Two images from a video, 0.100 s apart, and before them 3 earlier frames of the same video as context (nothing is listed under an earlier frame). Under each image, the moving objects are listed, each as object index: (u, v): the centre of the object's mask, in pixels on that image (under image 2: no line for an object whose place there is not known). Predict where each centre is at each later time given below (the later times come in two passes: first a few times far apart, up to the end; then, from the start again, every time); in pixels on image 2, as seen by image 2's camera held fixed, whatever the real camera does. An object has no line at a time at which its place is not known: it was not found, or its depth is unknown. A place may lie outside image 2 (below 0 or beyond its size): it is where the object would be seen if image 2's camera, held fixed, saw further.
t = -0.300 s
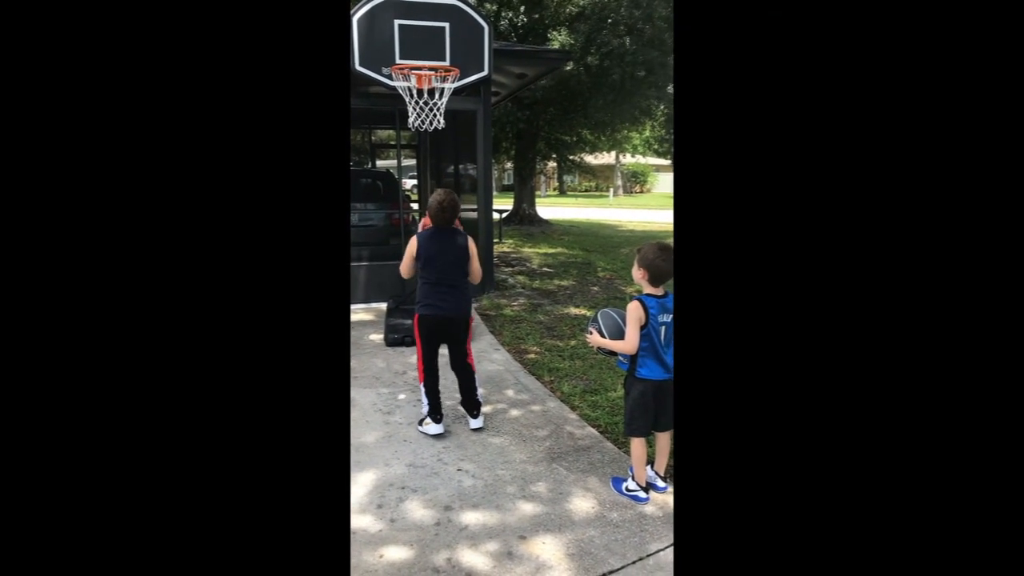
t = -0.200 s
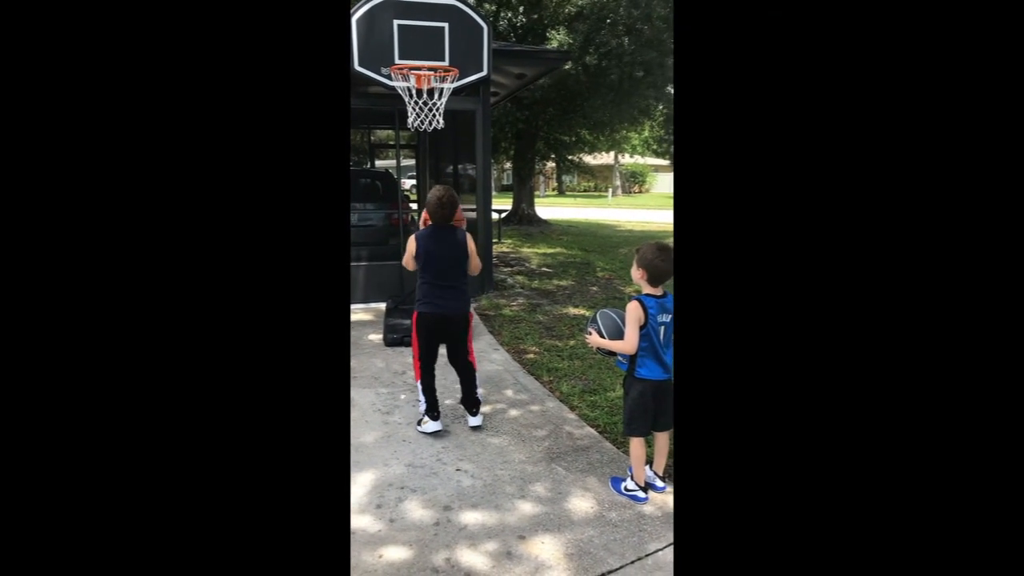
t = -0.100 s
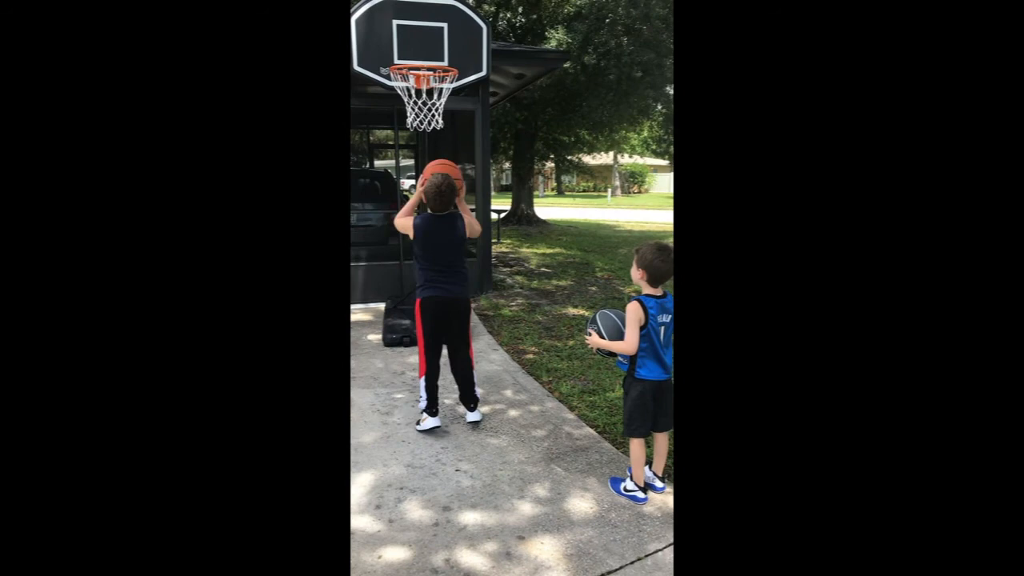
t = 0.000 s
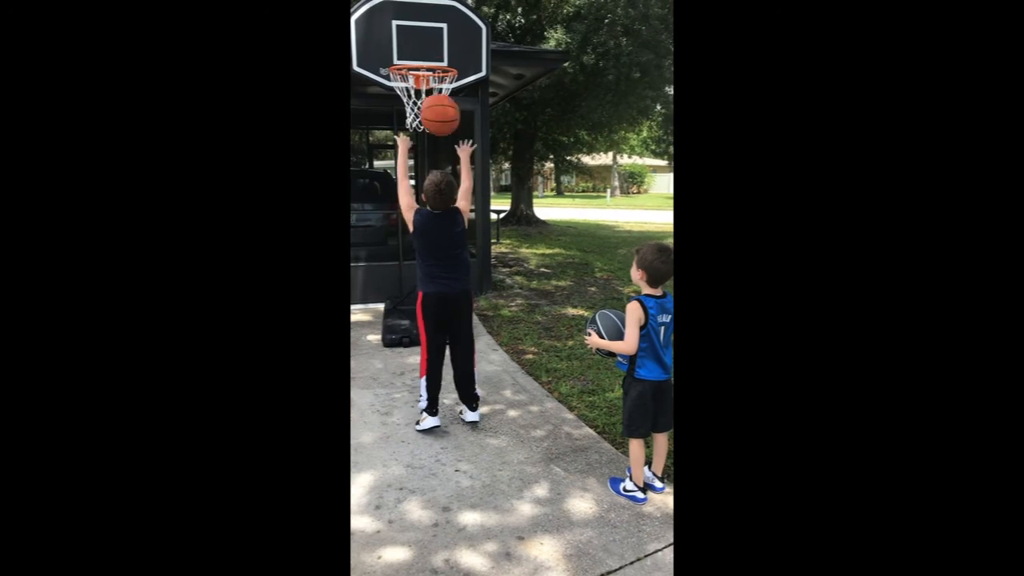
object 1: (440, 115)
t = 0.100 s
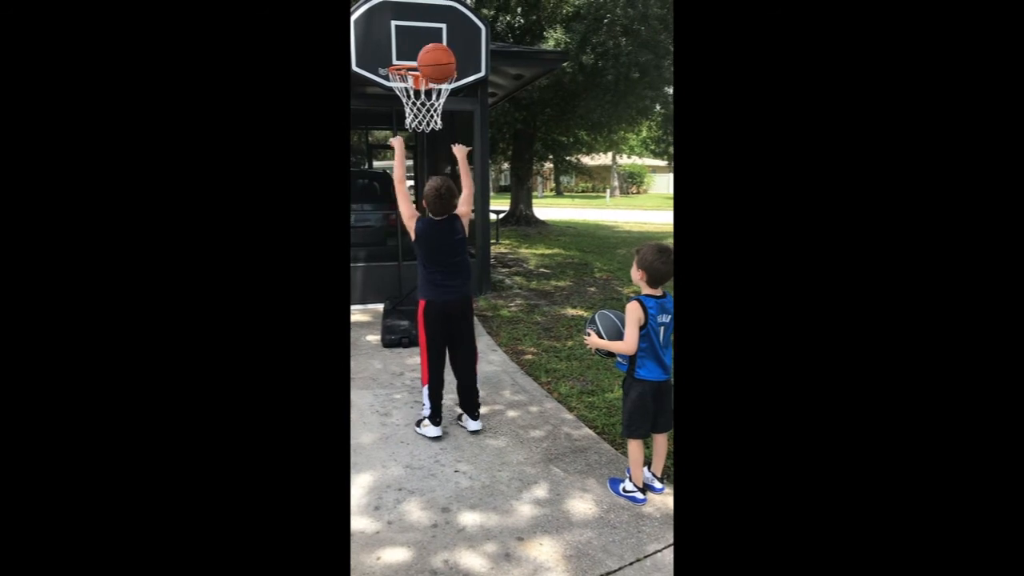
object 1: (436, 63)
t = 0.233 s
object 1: (434, 26)
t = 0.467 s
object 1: (433, 30)
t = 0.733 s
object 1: (428, 78)
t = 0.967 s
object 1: (410, 118)
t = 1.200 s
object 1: (392, 186)
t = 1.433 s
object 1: (381, 327)
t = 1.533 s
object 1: (377, 340)
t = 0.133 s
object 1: (435, 50)
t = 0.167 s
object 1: (435, 41)
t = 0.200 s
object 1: (434, 32)
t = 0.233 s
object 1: (434, 26)
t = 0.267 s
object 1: (434, 21)
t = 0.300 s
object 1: (433, 19)
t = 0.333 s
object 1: (433, 19)
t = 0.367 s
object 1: (433, 19)
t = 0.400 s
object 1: (433, 22)
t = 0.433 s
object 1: (433, 26)
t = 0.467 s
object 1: (433, 30)
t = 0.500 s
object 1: (433, 33)
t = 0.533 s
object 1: (434, 38)
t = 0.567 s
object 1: (435, 45)
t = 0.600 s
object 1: (436, 52)
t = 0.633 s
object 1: (437, 57)
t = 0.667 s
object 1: (434, 60)
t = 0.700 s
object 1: (430, 72)
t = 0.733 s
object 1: (428, 78)
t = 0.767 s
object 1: (426, 87)
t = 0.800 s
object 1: (423, 97)
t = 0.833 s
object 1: (420, 106)
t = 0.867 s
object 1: (417, 108)
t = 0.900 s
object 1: (414, 109)
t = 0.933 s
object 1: (411, 110)
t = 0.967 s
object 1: (410, 118)
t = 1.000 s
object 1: (406, 119)
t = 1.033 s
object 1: (404, 127)
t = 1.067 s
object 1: (401, 135)
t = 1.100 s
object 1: (398, 145)
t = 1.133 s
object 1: (396, 156)
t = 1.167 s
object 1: (394, 170)
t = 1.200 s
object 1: (392, 186)
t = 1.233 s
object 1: (390, 202)
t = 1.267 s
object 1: (388, 219)
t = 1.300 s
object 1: (386, 238)
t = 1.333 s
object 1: (385, 259)
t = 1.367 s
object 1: (383, 281)
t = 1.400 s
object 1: (382, 303)
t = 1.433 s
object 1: (381, 327)
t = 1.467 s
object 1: (379, 353)
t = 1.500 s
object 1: (378, 364)
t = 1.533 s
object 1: (377, 340)
